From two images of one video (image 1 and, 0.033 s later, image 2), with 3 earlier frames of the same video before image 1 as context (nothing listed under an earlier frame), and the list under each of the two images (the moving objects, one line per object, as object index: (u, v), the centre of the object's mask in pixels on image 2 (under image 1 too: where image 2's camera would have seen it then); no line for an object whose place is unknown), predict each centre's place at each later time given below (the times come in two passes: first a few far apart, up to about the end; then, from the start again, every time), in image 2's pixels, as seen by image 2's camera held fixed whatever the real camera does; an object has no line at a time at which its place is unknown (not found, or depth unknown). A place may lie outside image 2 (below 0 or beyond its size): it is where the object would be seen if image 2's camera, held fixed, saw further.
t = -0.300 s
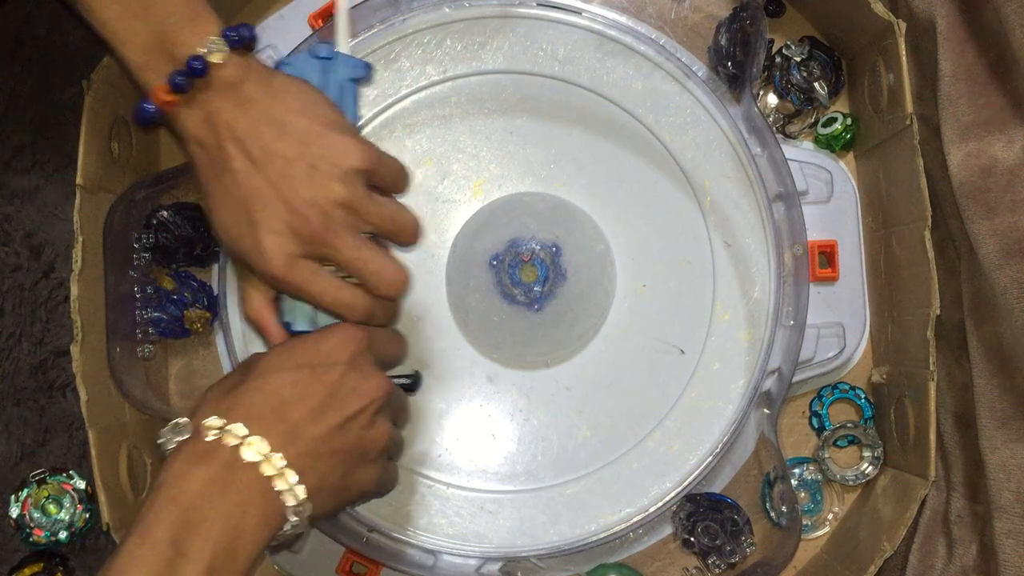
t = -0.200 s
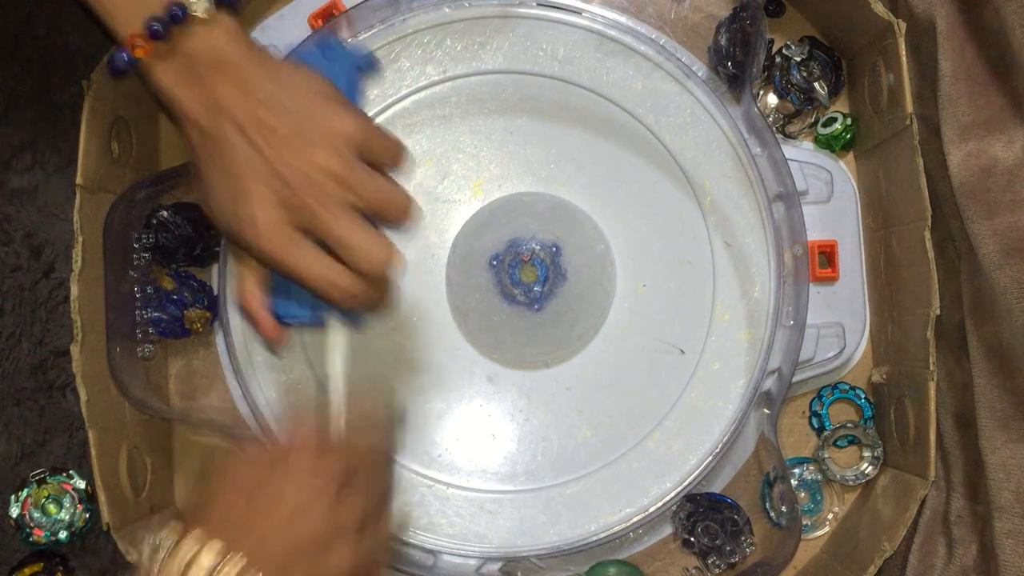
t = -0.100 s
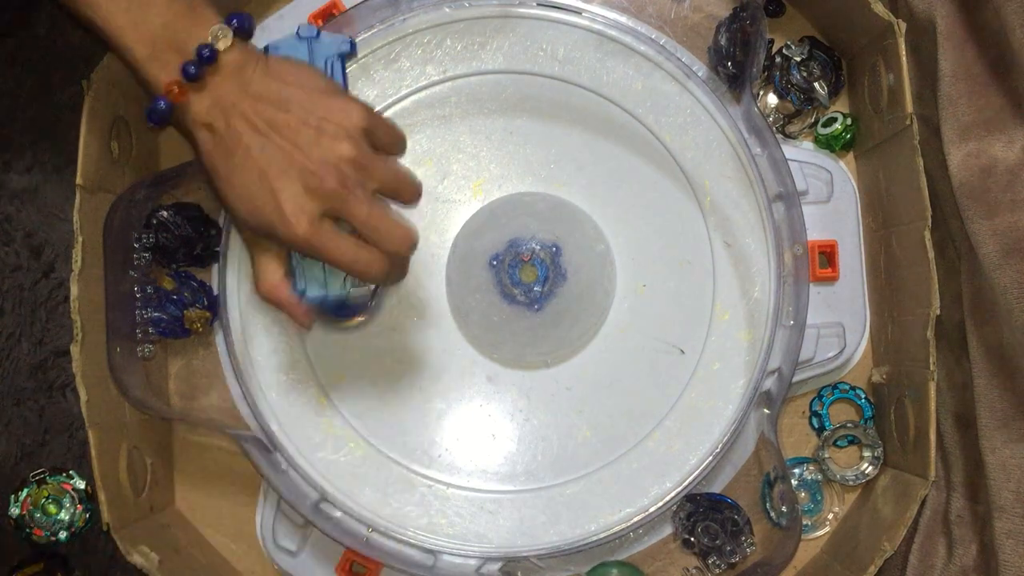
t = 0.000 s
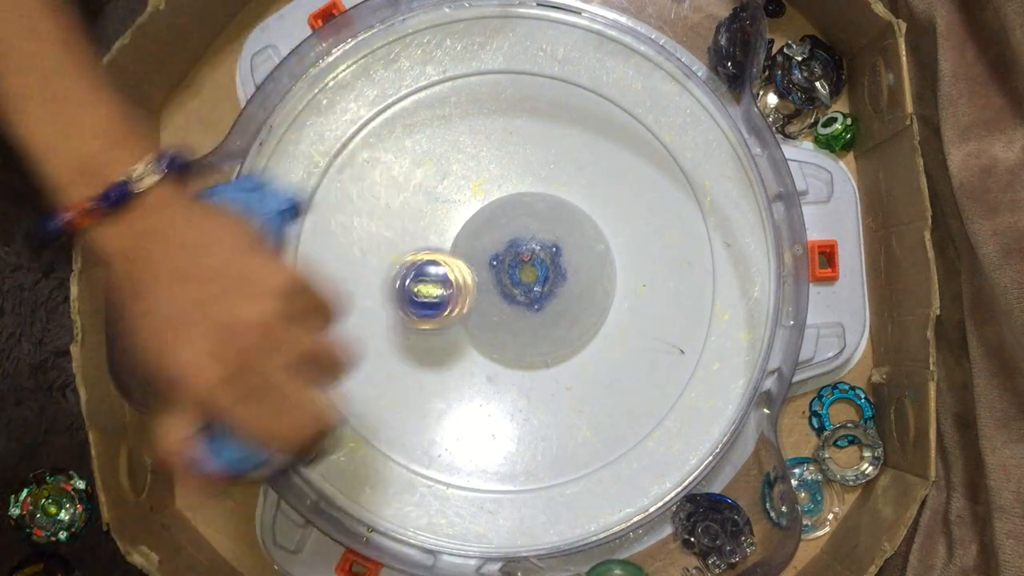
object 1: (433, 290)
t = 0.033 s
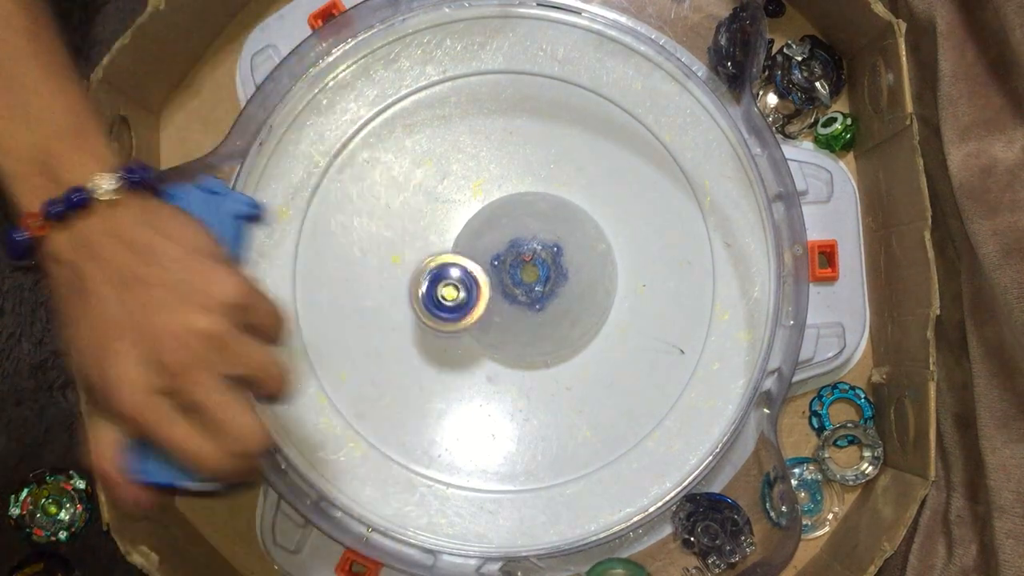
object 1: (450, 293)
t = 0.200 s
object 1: (416, 335)
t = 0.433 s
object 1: (470, 391)
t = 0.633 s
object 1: (585, 426)
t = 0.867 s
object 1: (649, 180)
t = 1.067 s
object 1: (440, 75)
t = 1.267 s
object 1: (295, 307)
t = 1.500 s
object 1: (583, 472)
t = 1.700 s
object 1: (690, 180)
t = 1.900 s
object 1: (410, 90)
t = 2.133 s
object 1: (328, 392)
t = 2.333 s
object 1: (593, 469)
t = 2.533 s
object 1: (697, 199)
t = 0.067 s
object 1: (452, 299)
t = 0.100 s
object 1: (447, 307)
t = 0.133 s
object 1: (435, 317)
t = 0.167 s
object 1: (422, 327)
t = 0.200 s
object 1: (416, 335)
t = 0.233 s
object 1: (414, 343)
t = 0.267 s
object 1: (416, 350)
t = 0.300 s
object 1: (419, 358)
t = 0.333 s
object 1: (428, 364)
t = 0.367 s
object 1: (442, 369)
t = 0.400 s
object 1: (460, 375)
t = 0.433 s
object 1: (470, 391)
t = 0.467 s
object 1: (480, 410)
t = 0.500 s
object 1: (495, 424)
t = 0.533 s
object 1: (514, 432)
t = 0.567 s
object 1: (535, 437)
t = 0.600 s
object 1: (558, 435)
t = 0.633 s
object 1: (585, 426)
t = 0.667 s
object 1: (610, 409)
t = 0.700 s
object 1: (635, 382)
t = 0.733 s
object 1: (655, 351)
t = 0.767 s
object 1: (667, 309)
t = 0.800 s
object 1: (670, 267)
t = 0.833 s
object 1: (665, 222)
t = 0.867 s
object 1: (649, 180)
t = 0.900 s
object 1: (624, 140)
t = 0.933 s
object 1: (595, 110)
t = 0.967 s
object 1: (560, 86)
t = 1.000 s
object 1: (522, 69)
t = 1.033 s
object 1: (479, 64)
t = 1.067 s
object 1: (440, 75)
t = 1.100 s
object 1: (397, 90)
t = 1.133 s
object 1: (355, 123)
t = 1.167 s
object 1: (326, 158)
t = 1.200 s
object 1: (306, 205)
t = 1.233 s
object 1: (293, 254)
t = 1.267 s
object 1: (295, 307)
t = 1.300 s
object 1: (308, 357)
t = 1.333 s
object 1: (336, 403)
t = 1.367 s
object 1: (373, 440)
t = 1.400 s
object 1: (415, 469)
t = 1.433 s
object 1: (477, 486)
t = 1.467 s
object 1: (530, 486)
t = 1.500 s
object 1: (583, 472)
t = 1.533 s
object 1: (632, 445)
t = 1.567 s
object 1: (673, 402)
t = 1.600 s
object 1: (701, 347)
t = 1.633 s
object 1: (713, 294)
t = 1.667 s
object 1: (709, 233)
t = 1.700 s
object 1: (690, 180)
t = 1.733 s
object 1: (657, 134)
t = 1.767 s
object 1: (615, 98)
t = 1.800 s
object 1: (560, 75)
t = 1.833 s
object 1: (509, 66)
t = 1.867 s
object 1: (459, 72)
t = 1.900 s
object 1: (410, 90)
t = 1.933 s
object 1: (363, 121)
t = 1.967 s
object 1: (331, 159)
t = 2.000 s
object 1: (307, 203)
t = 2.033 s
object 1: (296, 254)
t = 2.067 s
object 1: (297, 303)
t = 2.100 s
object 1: (307, 350)
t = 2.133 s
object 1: (328, 392)
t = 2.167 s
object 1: (361, 430)
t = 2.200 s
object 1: (398, 459)
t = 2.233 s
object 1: (441, 479)
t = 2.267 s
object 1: (493, 489)
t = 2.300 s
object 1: (541, 486)
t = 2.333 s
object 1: (593, 469)
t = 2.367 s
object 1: (636, 443)
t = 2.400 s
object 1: (672, 403)
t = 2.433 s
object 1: (698, 358)
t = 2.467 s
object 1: (712, 308)
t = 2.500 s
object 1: (711, 252)
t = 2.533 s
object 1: (697, 199)
